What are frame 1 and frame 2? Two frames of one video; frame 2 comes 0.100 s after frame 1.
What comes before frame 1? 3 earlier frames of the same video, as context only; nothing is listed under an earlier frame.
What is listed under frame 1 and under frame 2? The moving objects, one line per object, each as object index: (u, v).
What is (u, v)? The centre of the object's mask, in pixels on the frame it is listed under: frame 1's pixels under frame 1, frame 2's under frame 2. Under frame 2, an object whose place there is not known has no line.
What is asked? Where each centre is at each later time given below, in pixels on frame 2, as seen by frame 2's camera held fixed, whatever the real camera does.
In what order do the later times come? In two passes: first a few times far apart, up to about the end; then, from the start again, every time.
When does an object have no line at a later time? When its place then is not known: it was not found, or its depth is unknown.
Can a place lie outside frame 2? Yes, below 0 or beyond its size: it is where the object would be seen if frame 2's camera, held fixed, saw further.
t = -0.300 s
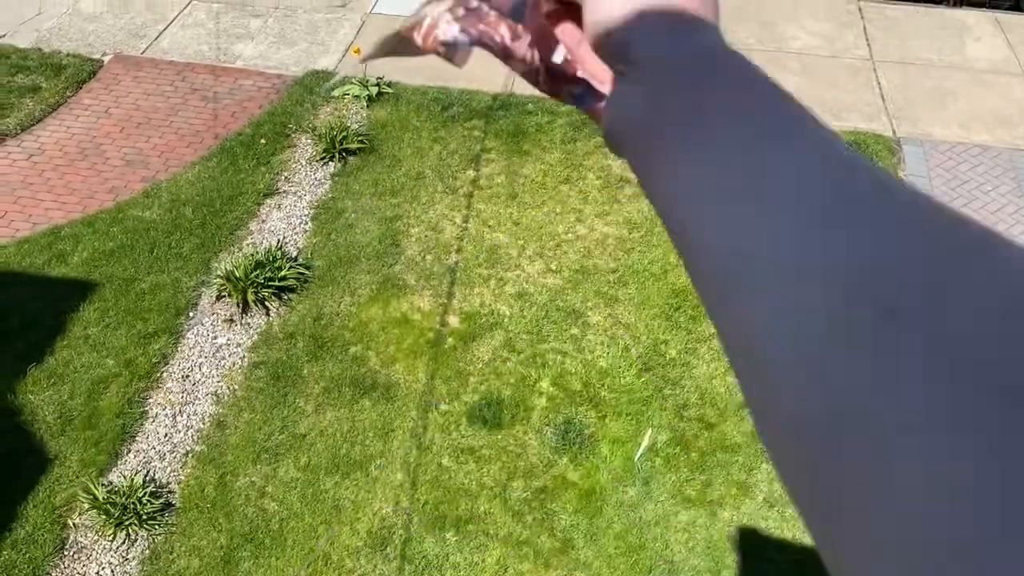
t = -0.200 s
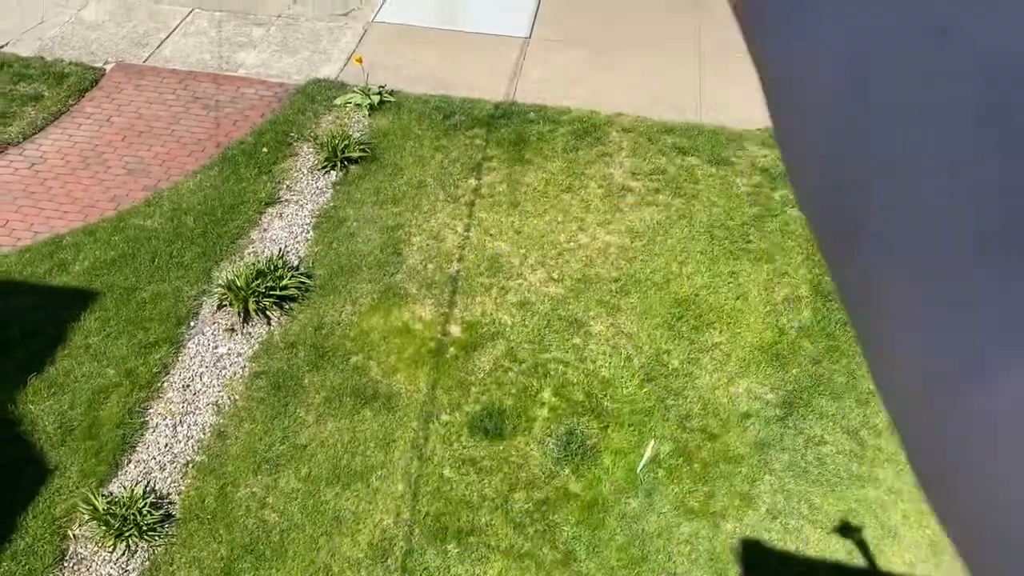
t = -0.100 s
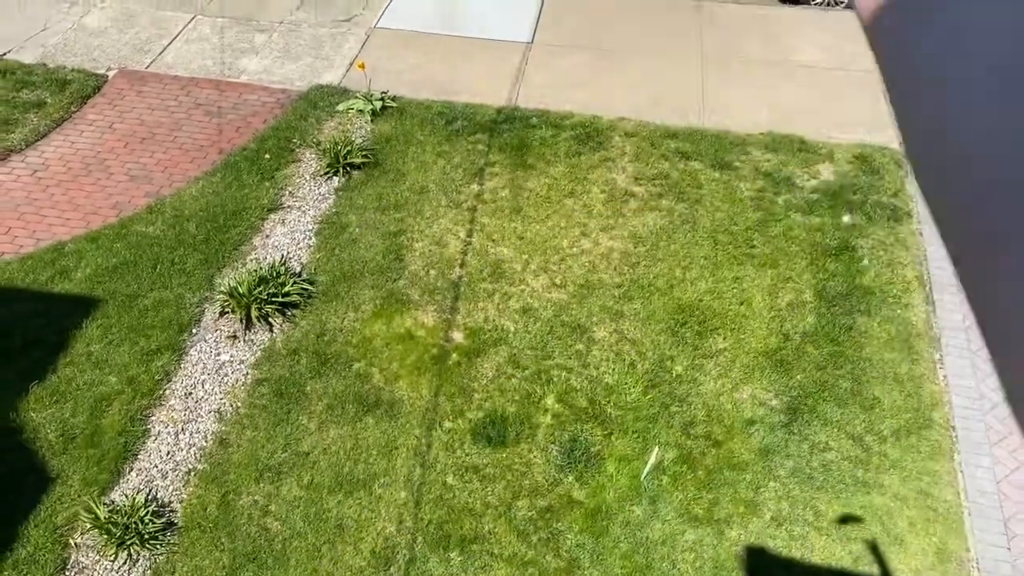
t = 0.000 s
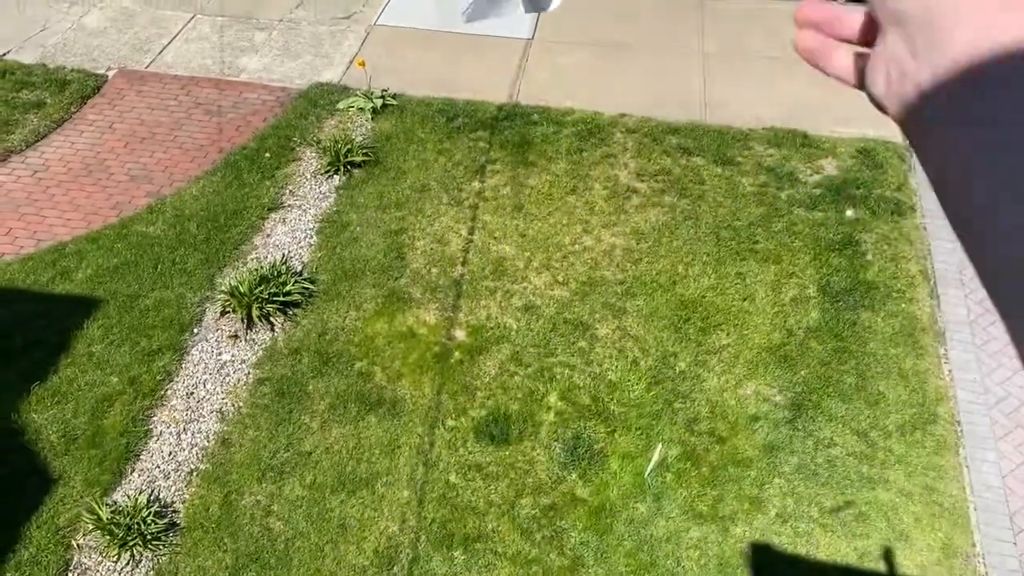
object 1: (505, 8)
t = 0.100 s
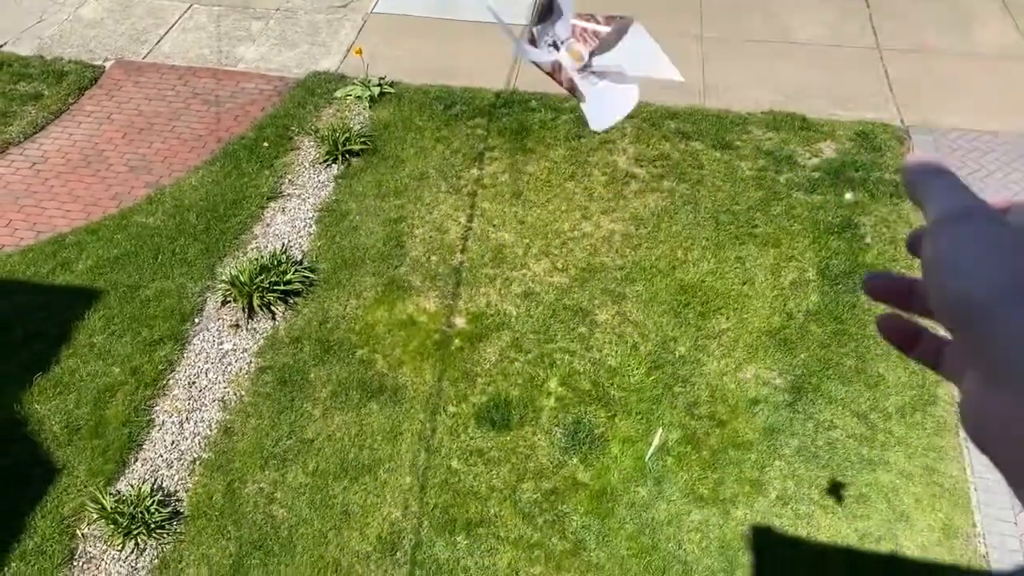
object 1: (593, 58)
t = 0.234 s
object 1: (632, 190)
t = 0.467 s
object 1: (631, 378)
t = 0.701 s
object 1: (637, 532)
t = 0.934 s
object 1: (645, 652)
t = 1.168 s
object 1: (642, 735)
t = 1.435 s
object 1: (636, 807)
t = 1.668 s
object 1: (639, 853)
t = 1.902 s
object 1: (643, 861)
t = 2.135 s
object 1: (644, 861)
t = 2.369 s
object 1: (644, 861)
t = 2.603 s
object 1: (644, 861)
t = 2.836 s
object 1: (644, 861)
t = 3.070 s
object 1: (645, 861)
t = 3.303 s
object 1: (645, 861)
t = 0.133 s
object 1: (605, 83)
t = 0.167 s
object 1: (615, 121)
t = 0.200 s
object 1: (626, 157)
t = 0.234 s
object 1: (632, 190)
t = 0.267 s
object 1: (635, 221)
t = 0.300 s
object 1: (635, 252)
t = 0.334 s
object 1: (634, 280)
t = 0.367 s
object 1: (633, 305)
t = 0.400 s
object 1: (630, 328)
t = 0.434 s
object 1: (630, 353)
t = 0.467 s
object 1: (631, 378)
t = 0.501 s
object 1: (631, 402)
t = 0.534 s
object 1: (630, 427)
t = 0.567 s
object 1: (629, 449)
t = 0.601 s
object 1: (630, 469)
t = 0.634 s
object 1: (631, 491)
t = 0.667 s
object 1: (634, 511)
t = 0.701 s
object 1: (637, 532)
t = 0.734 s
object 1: (638, 552)
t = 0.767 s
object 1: (641, 570)
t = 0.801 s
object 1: (641, 586)
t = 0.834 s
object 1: (644, 603)
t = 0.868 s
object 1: (645, 620)
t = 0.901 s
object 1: (644, 636)
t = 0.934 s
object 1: (645, 652)
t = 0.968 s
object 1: (645, 665)
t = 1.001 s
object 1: (646, 678)
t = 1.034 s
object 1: (646, 690)
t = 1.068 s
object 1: (646, 703)
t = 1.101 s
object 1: (644, 714)
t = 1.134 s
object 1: (643, 724)
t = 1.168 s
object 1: (642, 735)
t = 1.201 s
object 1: (640, 745)
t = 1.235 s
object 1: (640, 755)
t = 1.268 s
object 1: (638, 765)
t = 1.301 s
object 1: (637, 774)
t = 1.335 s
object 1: (636, 782)
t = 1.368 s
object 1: (636, 791)
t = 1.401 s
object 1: (636, 799)
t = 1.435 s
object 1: (636, 807)
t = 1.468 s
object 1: (636, 814)
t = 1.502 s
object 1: (636, 822)
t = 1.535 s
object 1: (637, 829)
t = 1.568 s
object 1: (638, 835)
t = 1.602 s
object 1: (638, 842)
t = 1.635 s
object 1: (639, 848)
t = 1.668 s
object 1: (639, 853)
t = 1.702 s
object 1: (640, 858)
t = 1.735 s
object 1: (640, 861)
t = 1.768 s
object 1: (642, 862)
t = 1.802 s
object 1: (643, 862)
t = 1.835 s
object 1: (643, 861)
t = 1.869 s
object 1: (643, 861)
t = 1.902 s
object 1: (643, 861)
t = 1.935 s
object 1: (644, 861)
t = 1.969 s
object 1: (644, 861)
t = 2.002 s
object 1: (644, 861)
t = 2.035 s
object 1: (644, 861)
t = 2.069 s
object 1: (644, 861)
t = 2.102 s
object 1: (644, 861)
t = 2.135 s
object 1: (644, 861)
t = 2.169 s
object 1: (644, 861)
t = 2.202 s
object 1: (644, 861)
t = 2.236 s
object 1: (644, 861)
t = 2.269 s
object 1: (644, 861)
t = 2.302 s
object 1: (644, 861)
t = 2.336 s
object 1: (644, 861)
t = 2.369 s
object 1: (644, 861)
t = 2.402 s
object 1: (644, 861)
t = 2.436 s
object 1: (644, 861)
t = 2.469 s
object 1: (644, 861)
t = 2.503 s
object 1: (644, 861)
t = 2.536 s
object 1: (644, 861)
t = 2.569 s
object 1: (644, 861)
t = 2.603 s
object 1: (644, 861)
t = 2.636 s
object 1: (645, 861)
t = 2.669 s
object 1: (645, 861)
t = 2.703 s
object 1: (645, 861)
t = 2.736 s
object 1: (645, 861)
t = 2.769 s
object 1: (645, 861)
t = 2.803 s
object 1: (645, 861)
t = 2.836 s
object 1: (644, 861)
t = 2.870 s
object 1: (645, 861)
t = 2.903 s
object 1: (644, 861)
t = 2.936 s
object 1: (645, 861)
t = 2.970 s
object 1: (644, 861)
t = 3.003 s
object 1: (644, 861)
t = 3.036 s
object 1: (644, 861)
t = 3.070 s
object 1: (645, 861)
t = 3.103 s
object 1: (644, 861)
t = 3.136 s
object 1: (645, 861)
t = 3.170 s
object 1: (645, 861)
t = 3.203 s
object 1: (645, 861)
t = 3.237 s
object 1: (645, 861)
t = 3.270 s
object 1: (645, 861)
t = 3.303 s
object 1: (645, 861)
